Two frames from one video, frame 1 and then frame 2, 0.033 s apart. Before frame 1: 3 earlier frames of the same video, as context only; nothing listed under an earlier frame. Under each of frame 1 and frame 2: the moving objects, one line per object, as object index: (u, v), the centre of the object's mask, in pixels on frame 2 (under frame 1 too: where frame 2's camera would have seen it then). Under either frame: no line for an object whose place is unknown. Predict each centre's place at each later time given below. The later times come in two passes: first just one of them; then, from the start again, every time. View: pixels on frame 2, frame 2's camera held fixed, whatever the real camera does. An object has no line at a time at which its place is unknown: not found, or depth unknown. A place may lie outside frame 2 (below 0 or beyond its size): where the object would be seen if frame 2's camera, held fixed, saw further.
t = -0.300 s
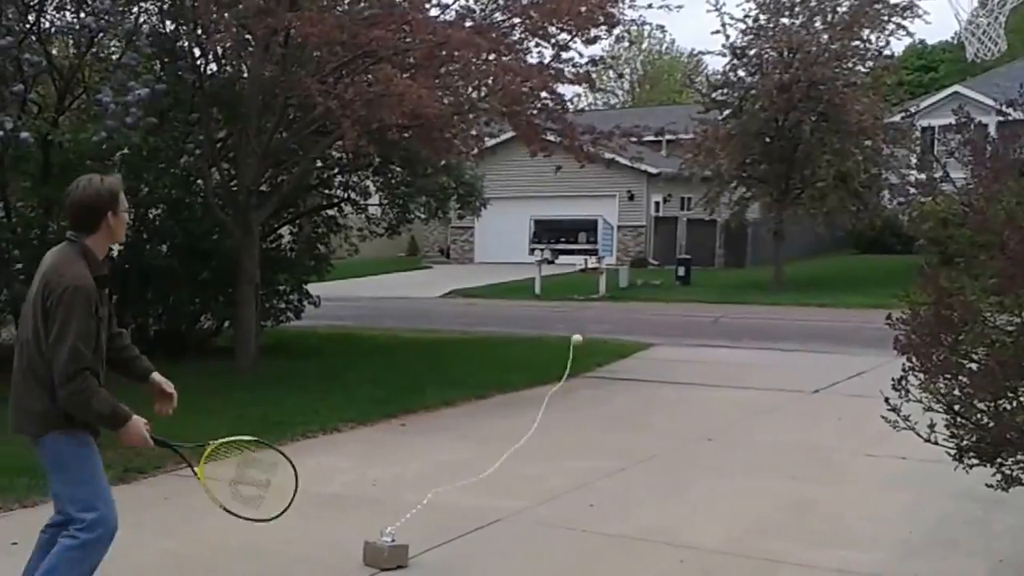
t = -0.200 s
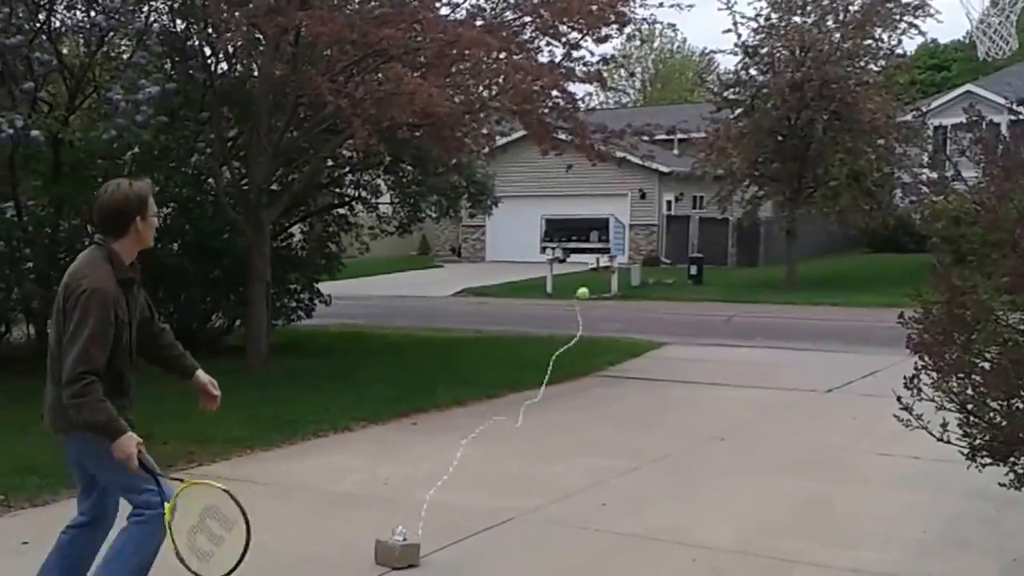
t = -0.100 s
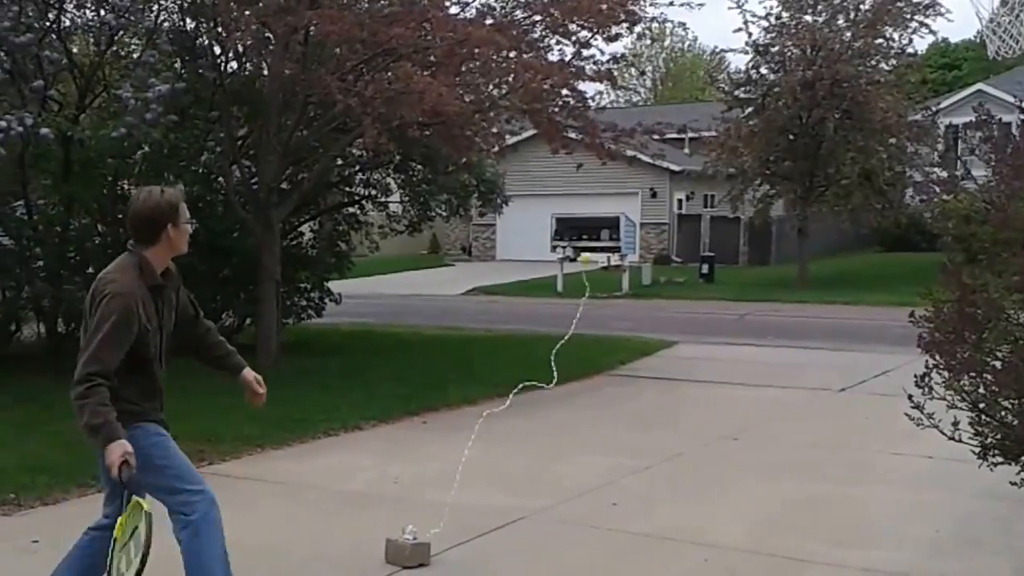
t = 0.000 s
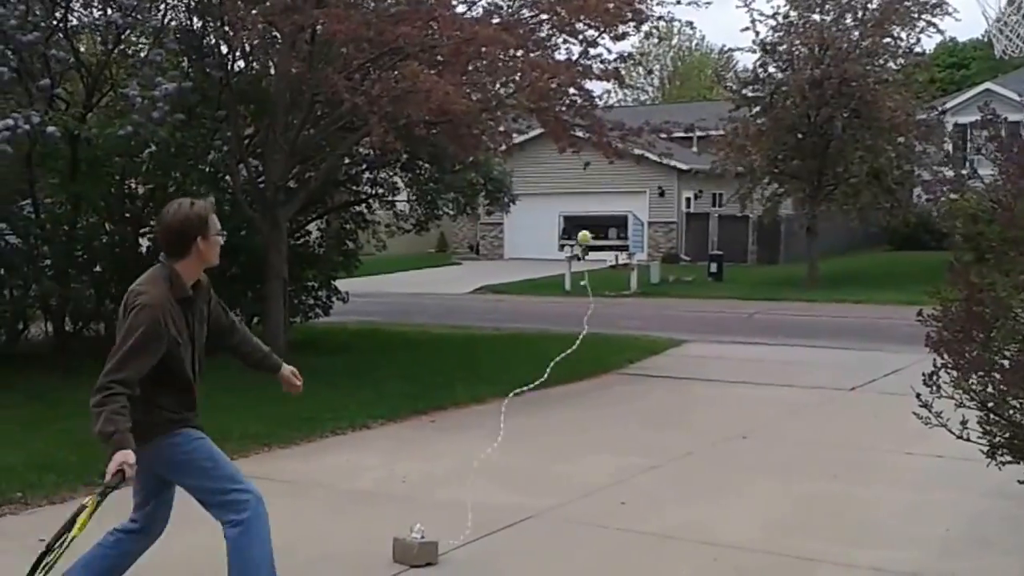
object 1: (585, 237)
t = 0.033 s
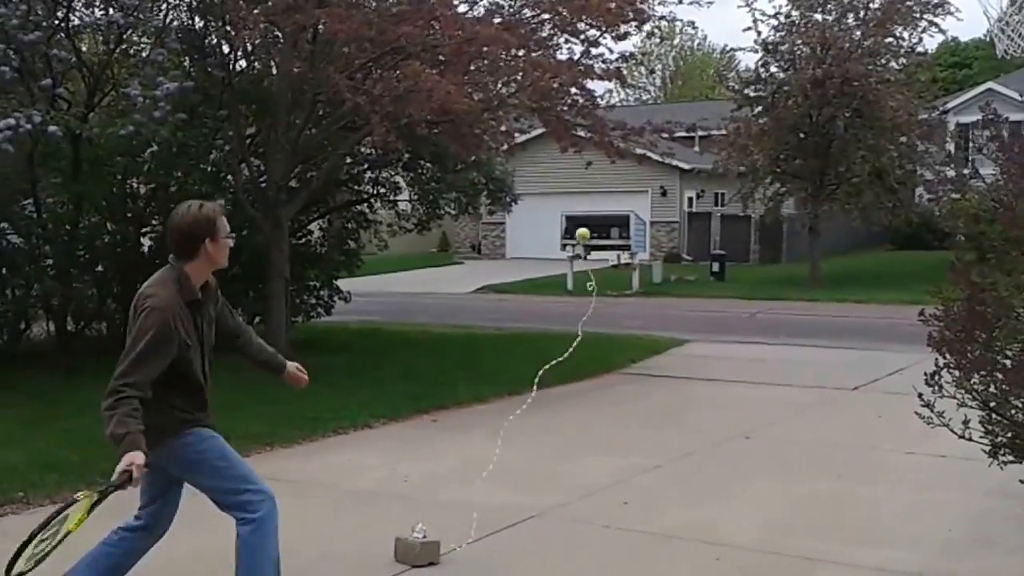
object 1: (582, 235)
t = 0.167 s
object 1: (567, 251)
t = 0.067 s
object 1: (579, 235)
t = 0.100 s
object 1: (576, 237)
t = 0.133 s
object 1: (571, 243)
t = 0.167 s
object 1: (567, 251)
